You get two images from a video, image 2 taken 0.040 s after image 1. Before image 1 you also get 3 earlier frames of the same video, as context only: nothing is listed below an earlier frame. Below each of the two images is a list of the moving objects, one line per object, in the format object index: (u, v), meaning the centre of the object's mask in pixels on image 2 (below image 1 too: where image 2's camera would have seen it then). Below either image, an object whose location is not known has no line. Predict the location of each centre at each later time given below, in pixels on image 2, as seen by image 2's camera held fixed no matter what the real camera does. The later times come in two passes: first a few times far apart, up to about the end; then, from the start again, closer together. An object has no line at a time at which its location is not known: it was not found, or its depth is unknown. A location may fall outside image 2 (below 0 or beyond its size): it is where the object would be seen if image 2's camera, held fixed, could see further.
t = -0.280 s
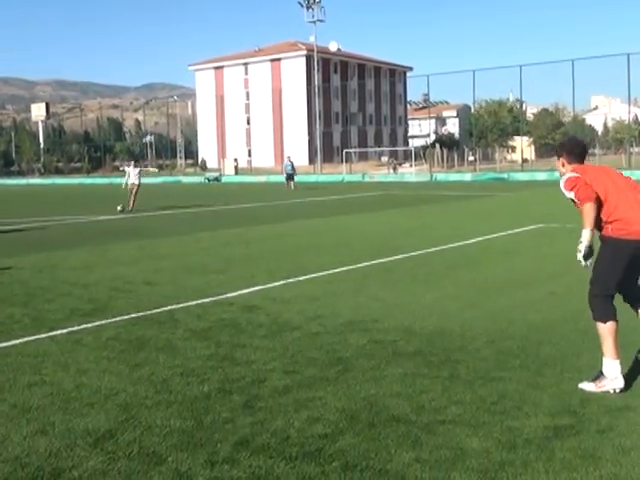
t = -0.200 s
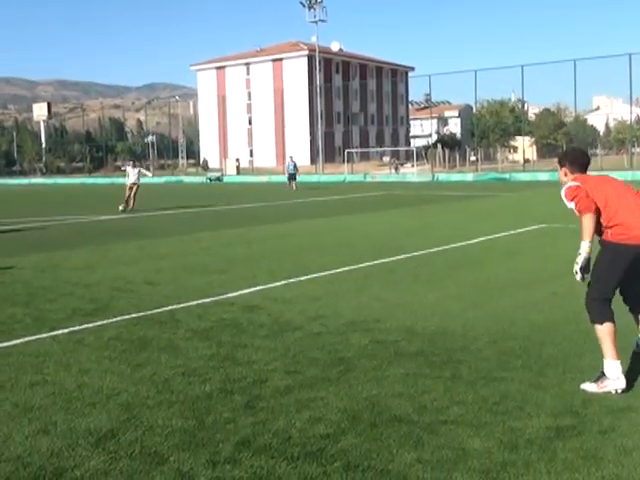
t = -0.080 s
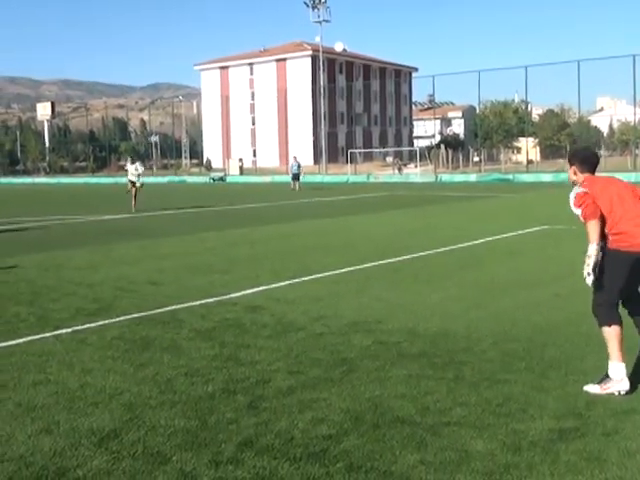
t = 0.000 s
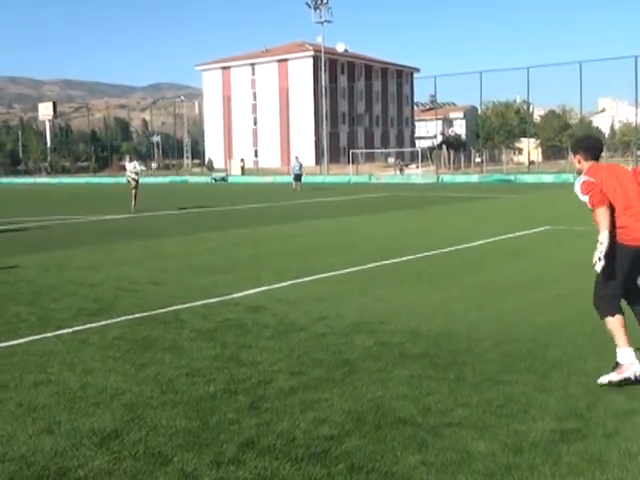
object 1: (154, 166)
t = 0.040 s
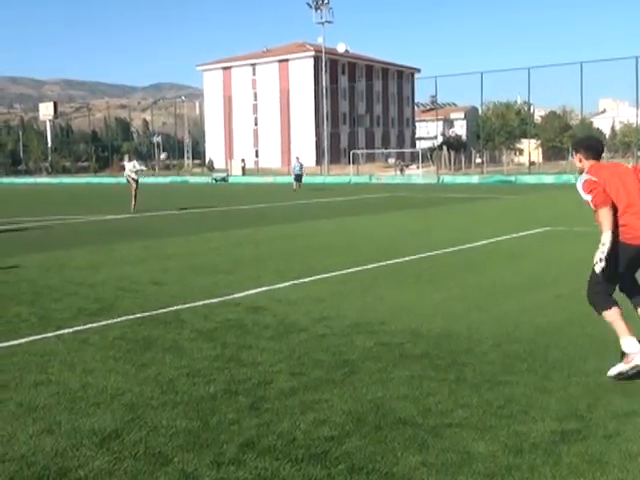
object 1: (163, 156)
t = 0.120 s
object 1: (183, 138)
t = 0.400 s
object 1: (295, 74)
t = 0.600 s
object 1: (438, 33)
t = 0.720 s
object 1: (572, 16)
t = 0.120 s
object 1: (183, 138)
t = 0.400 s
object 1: (295, 74)
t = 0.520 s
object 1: (372, 49)
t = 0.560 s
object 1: (403, 41)
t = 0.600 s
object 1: (438, 33)
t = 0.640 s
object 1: (478, 26)
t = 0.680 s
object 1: (522, 20)
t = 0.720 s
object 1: (572, 16)
